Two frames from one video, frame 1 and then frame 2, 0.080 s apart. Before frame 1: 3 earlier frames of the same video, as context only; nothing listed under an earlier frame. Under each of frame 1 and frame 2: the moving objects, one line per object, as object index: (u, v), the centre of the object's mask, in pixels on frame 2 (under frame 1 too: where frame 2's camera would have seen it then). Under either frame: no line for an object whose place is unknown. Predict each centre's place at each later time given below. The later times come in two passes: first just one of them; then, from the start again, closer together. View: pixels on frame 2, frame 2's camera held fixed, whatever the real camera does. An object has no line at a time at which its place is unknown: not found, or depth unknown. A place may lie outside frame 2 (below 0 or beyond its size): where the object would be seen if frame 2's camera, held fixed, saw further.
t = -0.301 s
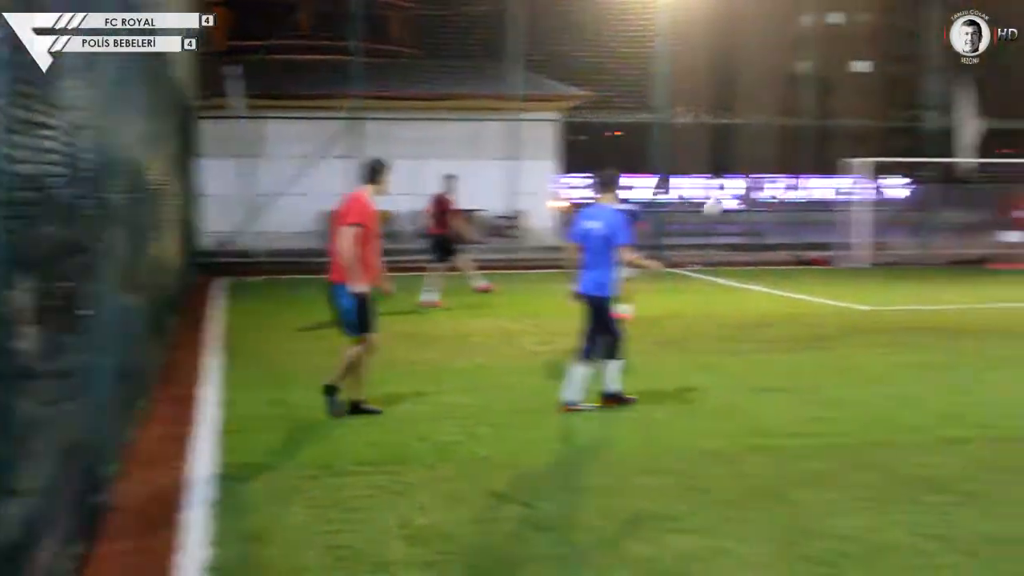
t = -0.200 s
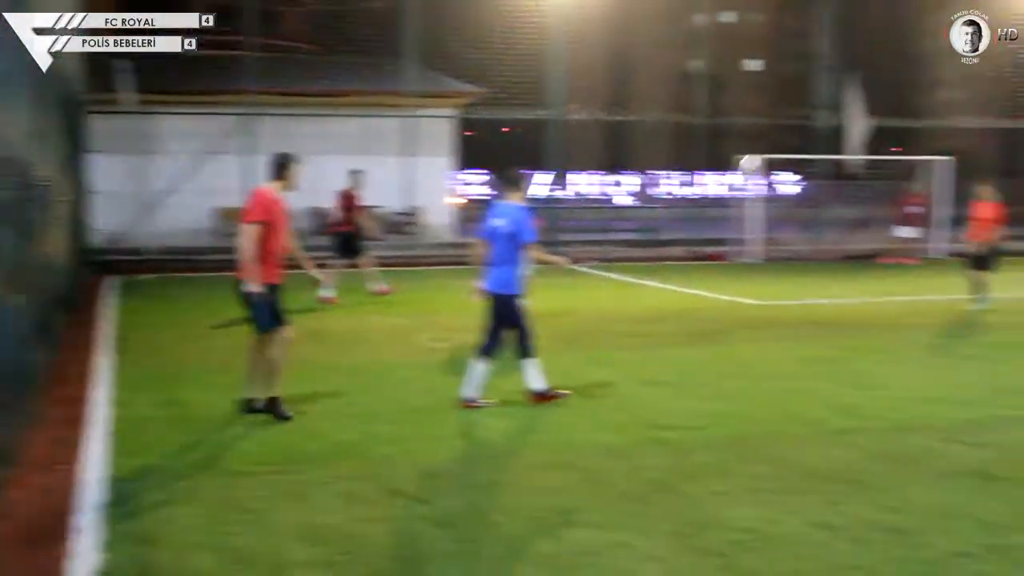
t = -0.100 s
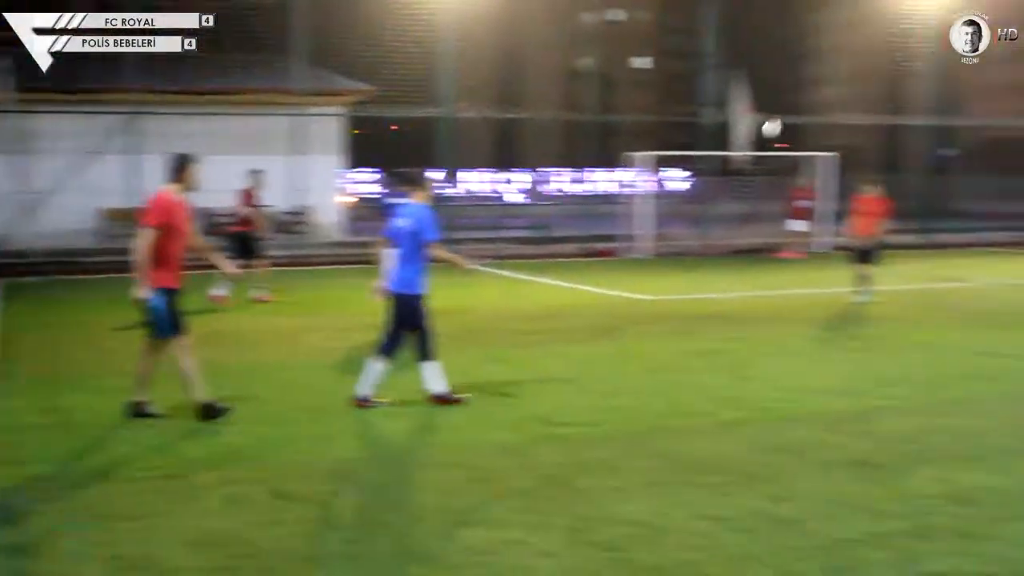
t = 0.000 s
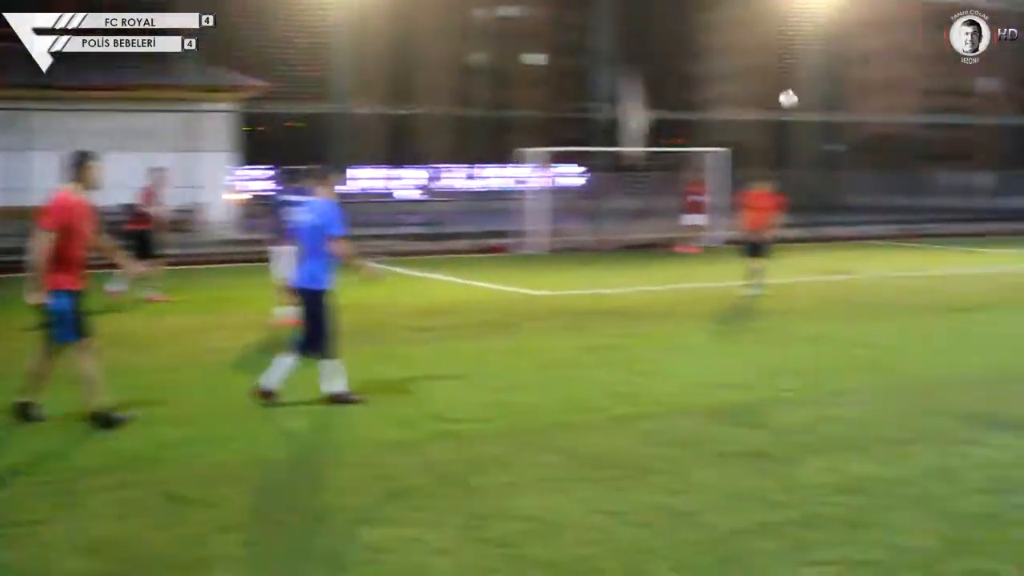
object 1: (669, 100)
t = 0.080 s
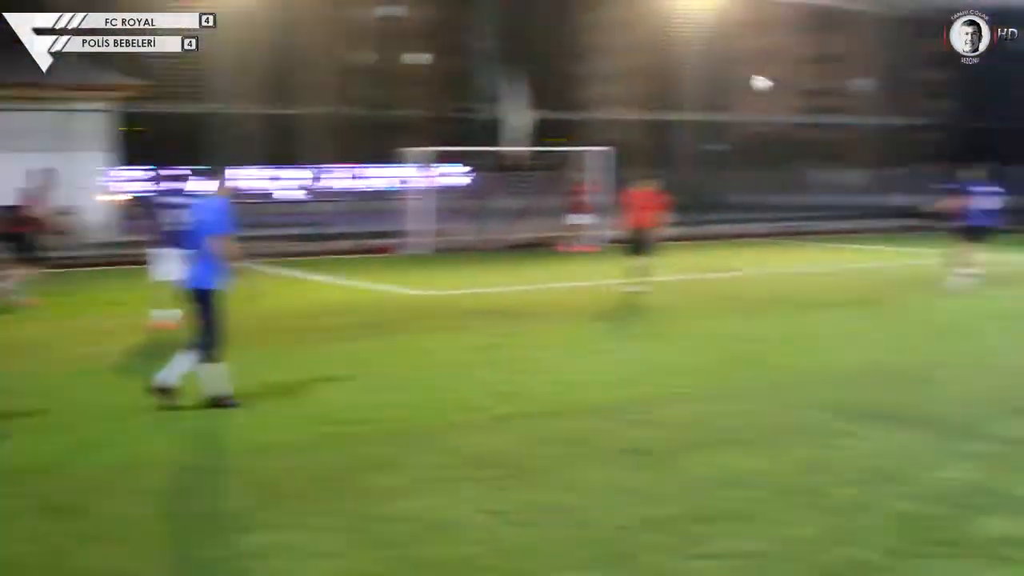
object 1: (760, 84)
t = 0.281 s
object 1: (965, 59)
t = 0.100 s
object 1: (783, 80)
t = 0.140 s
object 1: (827, 73)
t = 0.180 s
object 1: (864, 68)
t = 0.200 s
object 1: (884, 66)
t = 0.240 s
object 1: (925, 62)
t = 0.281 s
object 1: (965, 59)
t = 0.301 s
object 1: (984, 57)
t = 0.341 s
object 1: (1014, 54)
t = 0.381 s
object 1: (1051, 53)
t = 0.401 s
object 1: (1069, 52)
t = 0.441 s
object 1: (1106, 52)
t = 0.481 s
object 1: (1141, 53)
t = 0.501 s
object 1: (1155, 54)
